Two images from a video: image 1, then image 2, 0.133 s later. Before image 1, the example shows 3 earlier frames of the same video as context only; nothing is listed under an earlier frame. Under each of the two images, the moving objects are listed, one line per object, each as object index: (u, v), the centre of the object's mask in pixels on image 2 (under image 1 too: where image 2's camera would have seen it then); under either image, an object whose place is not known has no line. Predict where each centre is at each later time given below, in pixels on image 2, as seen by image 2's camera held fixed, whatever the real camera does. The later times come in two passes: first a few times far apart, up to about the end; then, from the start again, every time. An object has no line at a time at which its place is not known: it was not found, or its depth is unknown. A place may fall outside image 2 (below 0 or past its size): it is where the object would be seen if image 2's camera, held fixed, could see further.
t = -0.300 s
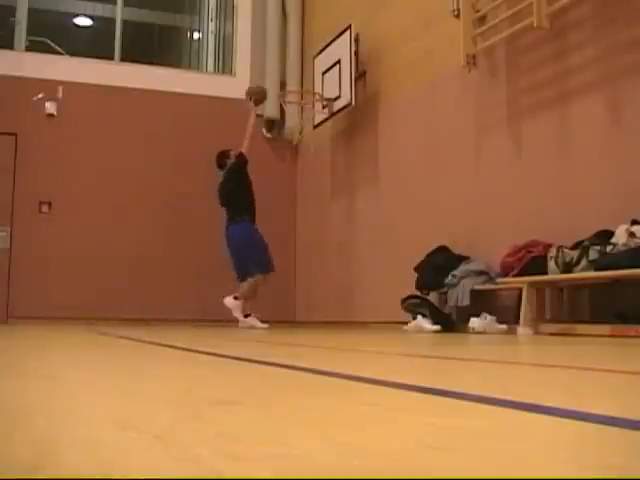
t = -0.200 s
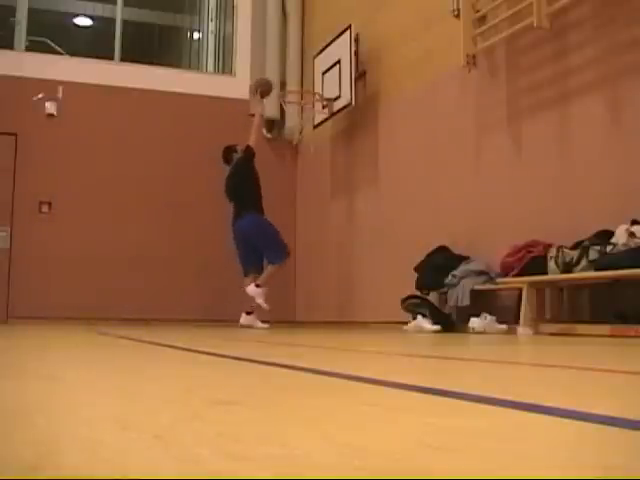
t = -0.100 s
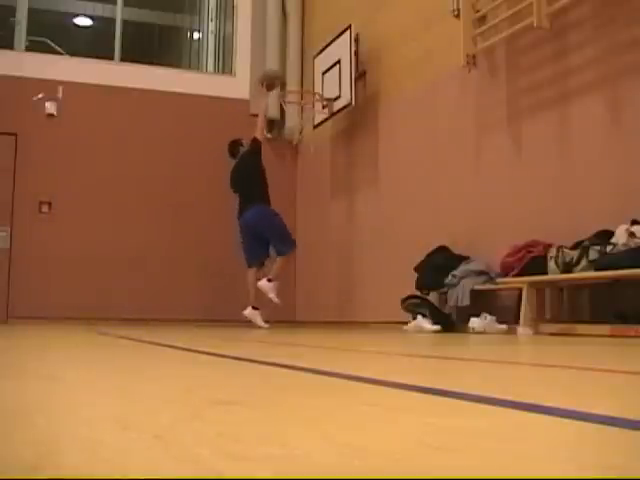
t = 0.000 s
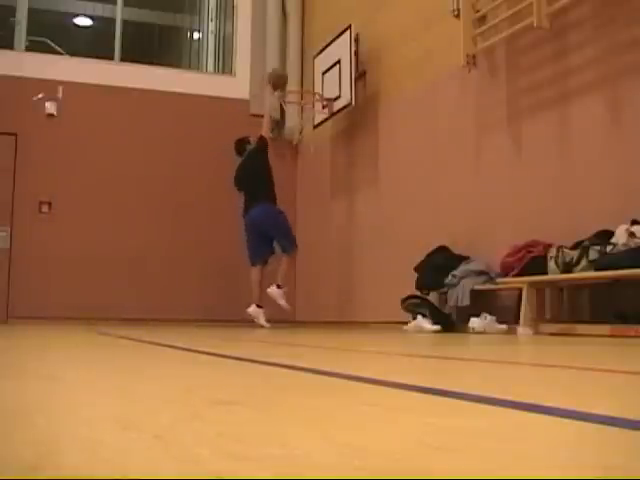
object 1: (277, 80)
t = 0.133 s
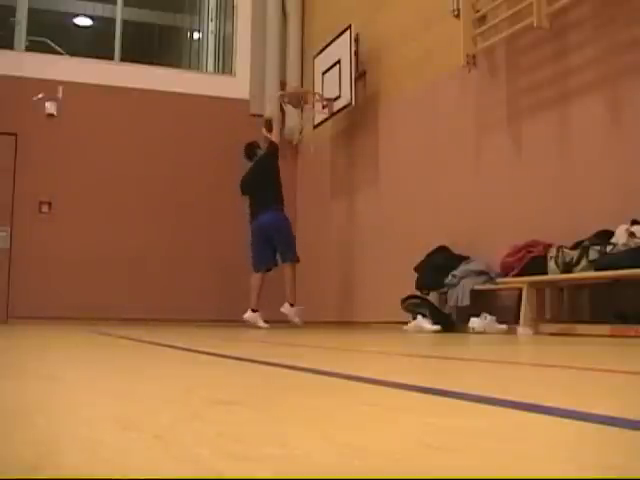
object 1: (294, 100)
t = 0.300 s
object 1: (319, 128)
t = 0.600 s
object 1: (335, 205)
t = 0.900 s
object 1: (350, 291)
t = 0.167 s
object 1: (303, 106)
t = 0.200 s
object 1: (310, 113)
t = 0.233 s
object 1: (315, 122)
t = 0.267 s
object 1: (317, 125)
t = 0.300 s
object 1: (319, 128)
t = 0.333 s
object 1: (322, 134)
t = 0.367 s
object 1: (323, 139)
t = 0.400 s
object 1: (324, 145)
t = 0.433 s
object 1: (327, 155)
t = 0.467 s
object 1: (329, 163)
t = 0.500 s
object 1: (330, 170)
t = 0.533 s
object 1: (332, 184)
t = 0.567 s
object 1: (333, 195)
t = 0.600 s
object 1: (335, 205)
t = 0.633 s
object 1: (337, 219)
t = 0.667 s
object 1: (339, 234)
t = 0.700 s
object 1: (341, 249)
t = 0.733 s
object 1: (343, 268)
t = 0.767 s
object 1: (346, 286)
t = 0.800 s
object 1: (348, 299)
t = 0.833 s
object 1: (349, 316)
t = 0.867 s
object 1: (351, 309)
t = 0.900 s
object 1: (350, 291)
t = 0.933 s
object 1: (346, 274)
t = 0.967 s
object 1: (345, 264)
